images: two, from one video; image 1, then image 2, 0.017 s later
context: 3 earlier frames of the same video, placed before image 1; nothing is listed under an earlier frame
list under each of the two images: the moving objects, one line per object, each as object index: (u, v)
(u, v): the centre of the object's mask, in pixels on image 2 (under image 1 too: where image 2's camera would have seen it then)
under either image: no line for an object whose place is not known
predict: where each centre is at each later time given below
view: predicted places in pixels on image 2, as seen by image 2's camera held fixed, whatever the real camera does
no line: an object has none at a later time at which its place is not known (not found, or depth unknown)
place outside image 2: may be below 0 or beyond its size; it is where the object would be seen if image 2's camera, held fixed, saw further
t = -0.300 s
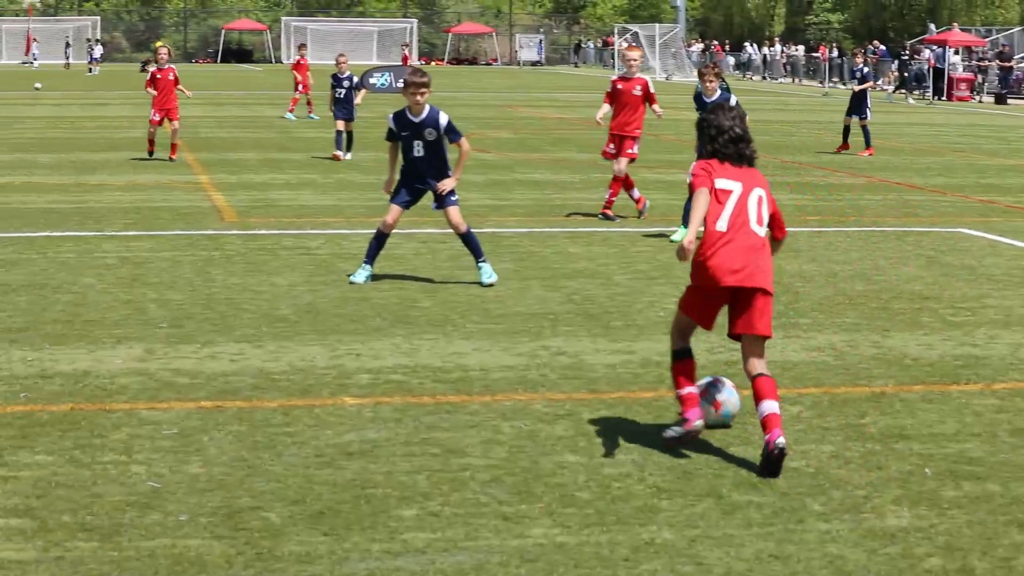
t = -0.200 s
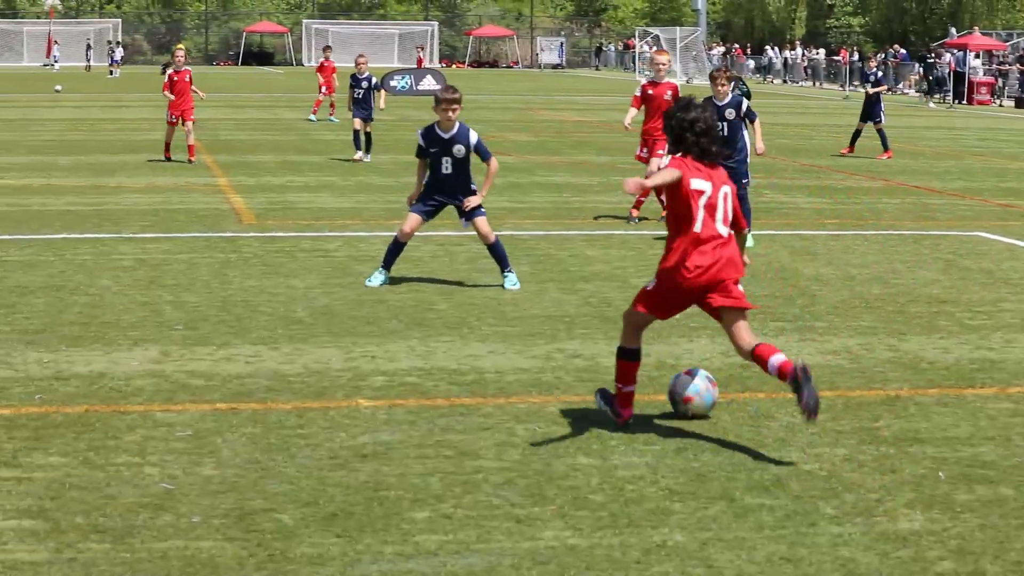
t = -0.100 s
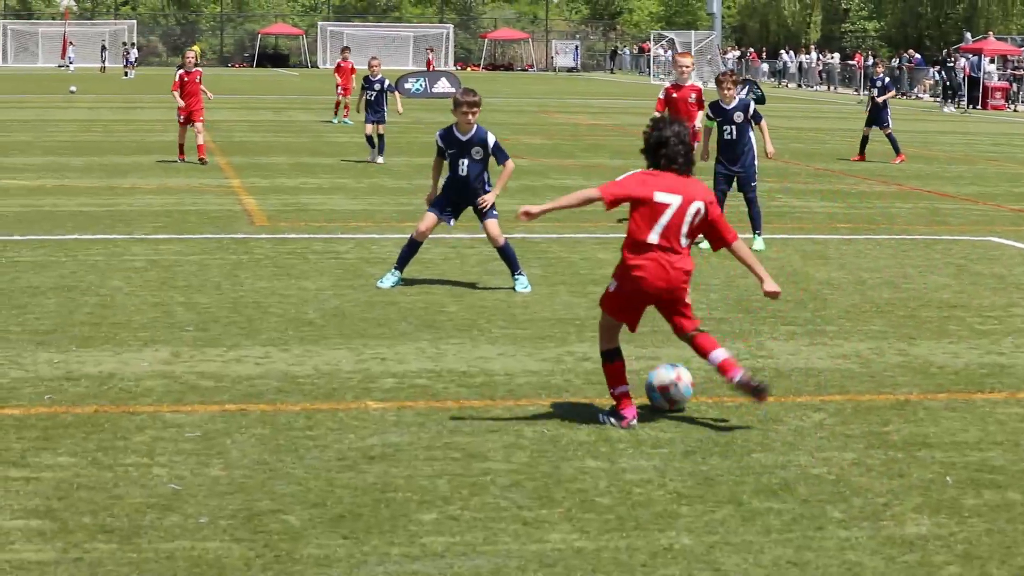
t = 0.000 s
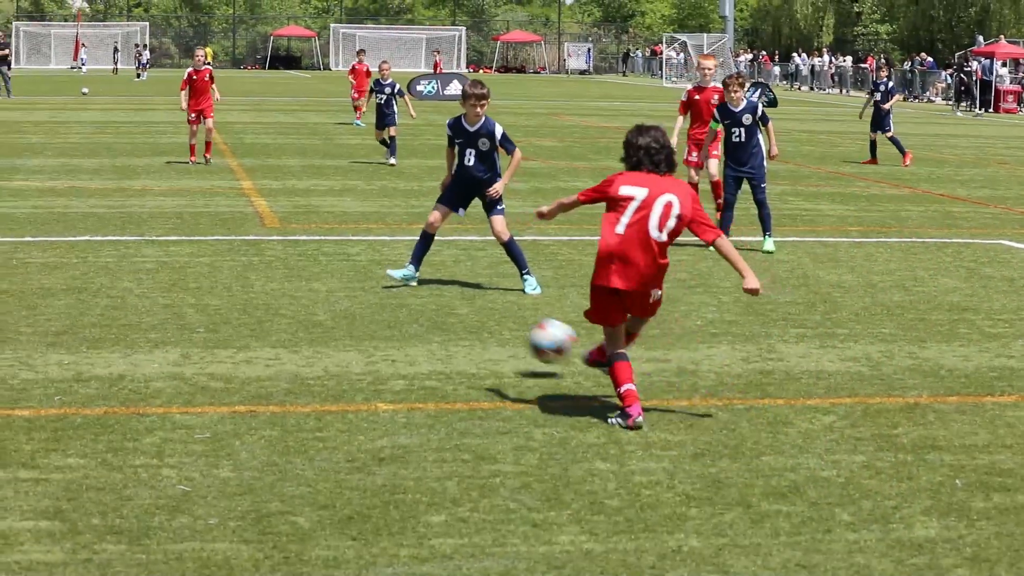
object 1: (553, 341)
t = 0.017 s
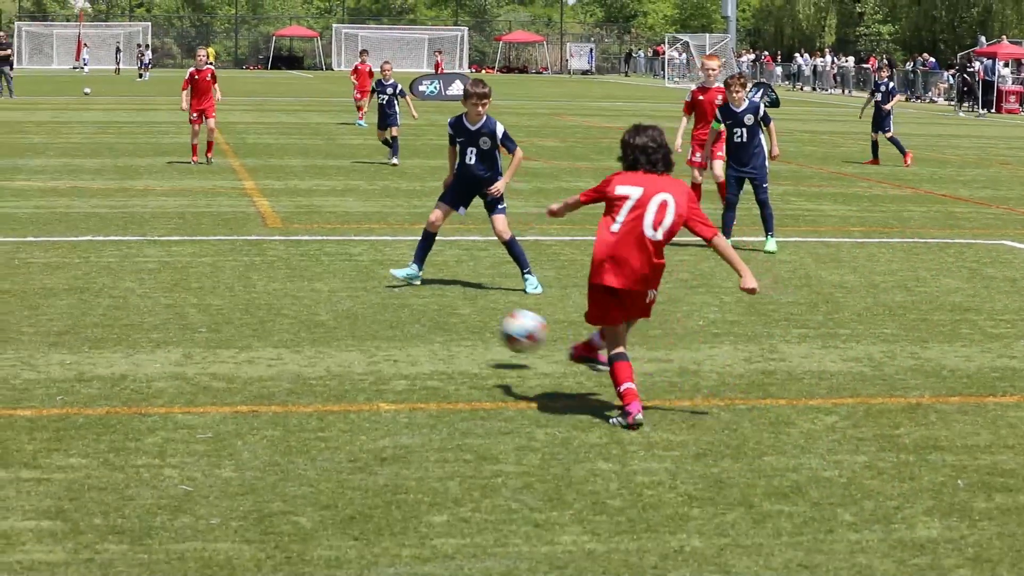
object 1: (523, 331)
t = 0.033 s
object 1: (494, 322)
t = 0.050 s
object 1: (467, 313)
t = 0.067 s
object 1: (441, 306)
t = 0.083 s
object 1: (417, 299)
